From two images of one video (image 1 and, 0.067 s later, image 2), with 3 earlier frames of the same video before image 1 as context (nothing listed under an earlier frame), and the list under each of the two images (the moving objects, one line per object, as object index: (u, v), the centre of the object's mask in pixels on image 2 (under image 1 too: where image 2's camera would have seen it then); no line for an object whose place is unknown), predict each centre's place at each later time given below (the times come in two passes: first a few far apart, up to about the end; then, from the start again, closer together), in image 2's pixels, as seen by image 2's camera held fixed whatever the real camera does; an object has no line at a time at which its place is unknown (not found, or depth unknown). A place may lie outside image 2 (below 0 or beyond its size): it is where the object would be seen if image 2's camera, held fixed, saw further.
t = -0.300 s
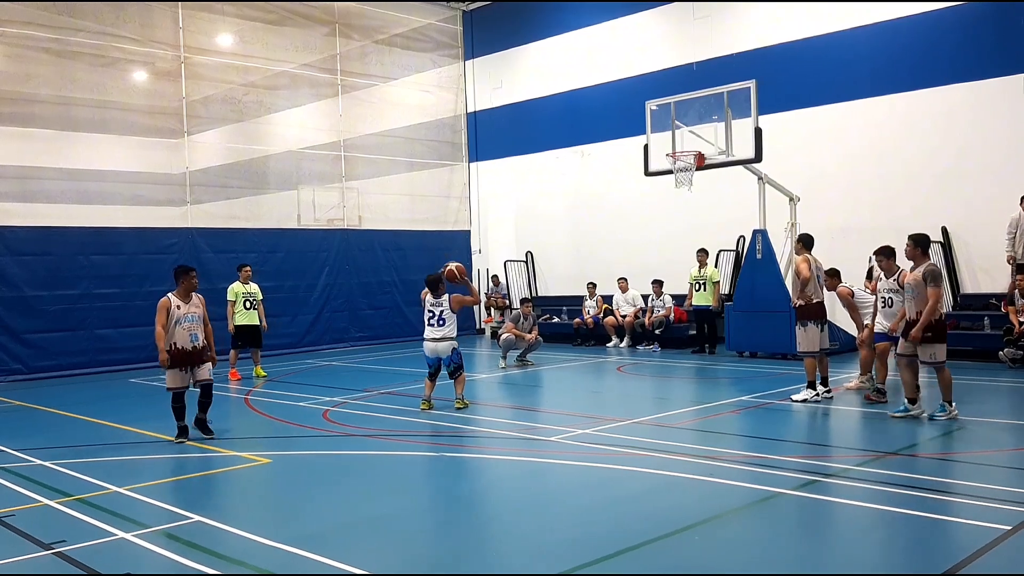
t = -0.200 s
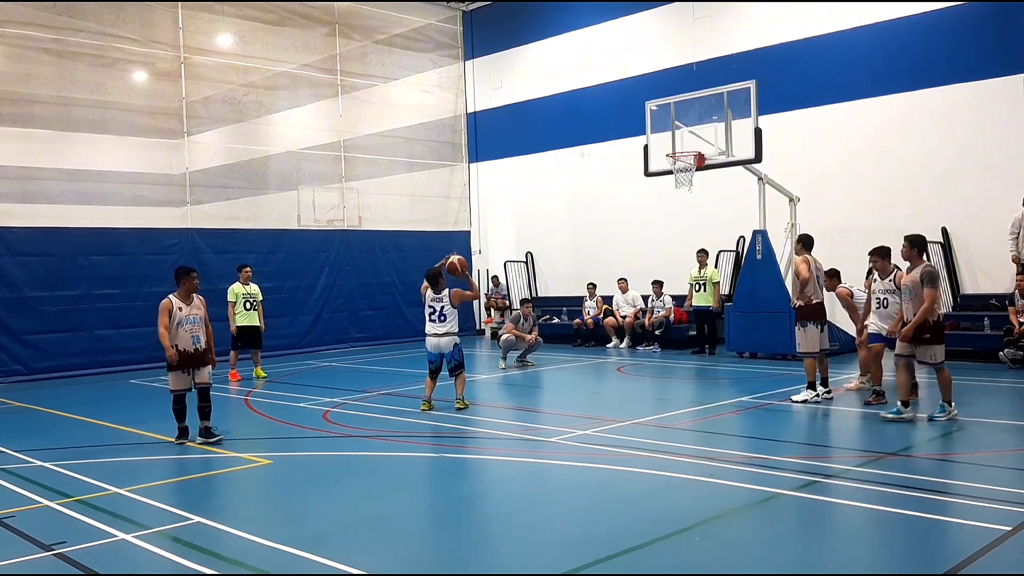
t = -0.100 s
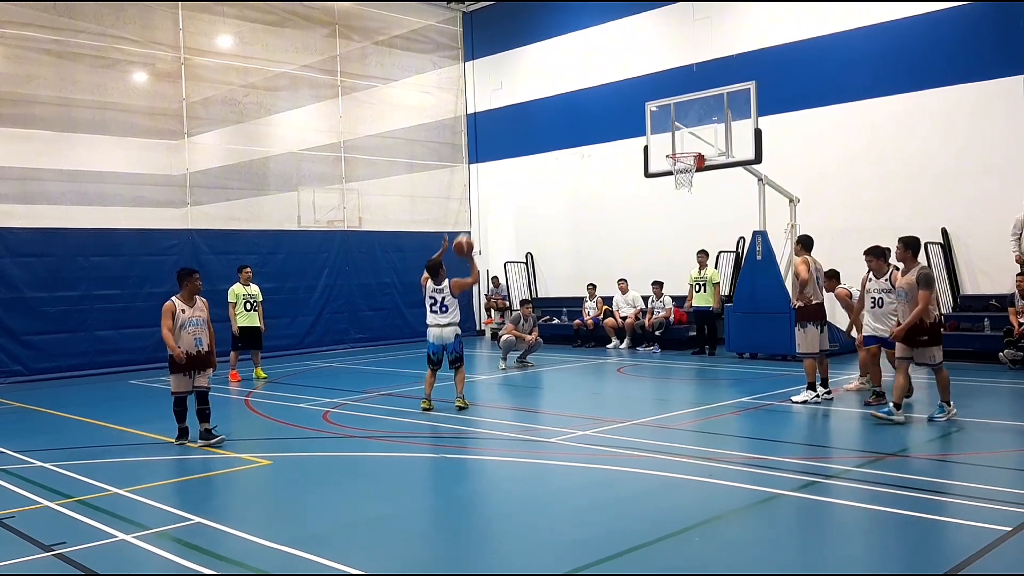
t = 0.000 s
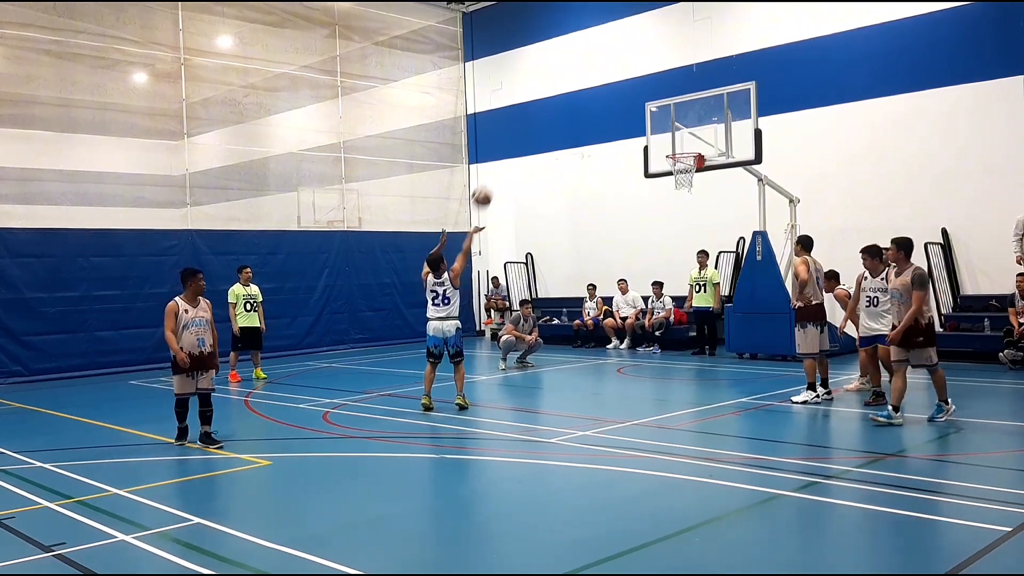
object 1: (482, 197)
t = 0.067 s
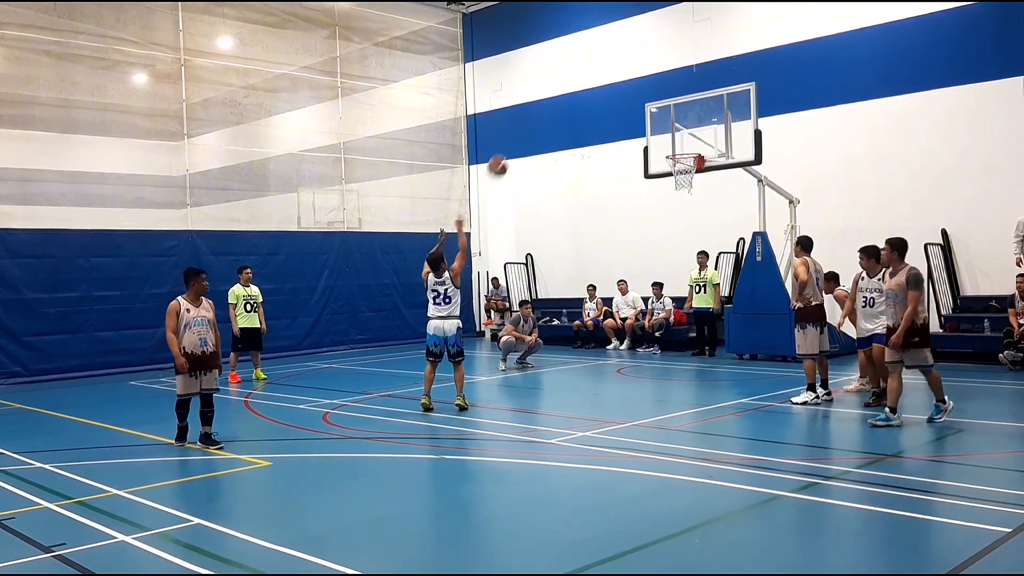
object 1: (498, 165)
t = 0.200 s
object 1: (527, 117)
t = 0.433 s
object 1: (577, 72)
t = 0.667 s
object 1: (623, 72)
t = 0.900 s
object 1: (665, 110)
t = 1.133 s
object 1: (677, 136)
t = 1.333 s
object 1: (649, 117)
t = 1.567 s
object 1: (613, 133)
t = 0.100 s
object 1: (505, 152)
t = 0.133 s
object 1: (513, 139)
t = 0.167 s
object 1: (520, 127)
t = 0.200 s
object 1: (527, 117)
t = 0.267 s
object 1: (543, 101)
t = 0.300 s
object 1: (549, 93)
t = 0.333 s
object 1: (557, 86)
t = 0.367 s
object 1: (563, 81)
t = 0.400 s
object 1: (570, 76)
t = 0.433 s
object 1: (577, 72)
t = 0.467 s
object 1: (584, 70)
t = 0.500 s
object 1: (591, 68)
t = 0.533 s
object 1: (597, 67)
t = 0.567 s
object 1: (604, 67)
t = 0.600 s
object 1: (610, 68)
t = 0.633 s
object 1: (616, 70)
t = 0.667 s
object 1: (623, 72)
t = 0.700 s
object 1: (629, 76)
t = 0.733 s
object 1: (635, 80)
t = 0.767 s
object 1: (641, 84)
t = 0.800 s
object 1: (647, 89)
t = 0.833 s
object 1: (653, 95)
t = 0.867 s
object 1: (658, 102)
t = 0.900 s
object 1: (665, 110)
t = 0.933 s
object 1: (671, 119)
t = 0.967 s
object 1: (676, 127)
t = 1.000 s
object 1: (681, 138)
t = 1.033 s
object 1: (687, 148)
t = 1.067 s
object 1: (686, 148)
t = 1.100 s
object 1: (681, 142)
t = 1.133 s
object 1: (677, 136)
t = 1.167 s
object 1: (673, 130)
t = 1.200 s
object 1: (668, 127)
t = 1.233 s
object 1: (663, 123)
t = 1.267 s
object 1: (658, 120)
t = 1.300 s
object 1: (654, 118)
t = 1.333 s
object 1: (649, 117)
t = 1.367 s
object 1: (644, 117)
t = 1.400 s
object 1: (638, 117)
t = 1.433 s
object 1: (634, 119)
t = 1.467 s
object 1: (629, 121)
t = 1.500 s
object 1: (623, 124)
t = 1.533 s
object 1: (618, 128)
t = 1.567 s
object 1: (613, 133)
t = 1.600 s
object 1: (607, 139)
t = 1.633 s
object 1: (602, 146)
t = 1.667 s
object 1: (597, 155)
